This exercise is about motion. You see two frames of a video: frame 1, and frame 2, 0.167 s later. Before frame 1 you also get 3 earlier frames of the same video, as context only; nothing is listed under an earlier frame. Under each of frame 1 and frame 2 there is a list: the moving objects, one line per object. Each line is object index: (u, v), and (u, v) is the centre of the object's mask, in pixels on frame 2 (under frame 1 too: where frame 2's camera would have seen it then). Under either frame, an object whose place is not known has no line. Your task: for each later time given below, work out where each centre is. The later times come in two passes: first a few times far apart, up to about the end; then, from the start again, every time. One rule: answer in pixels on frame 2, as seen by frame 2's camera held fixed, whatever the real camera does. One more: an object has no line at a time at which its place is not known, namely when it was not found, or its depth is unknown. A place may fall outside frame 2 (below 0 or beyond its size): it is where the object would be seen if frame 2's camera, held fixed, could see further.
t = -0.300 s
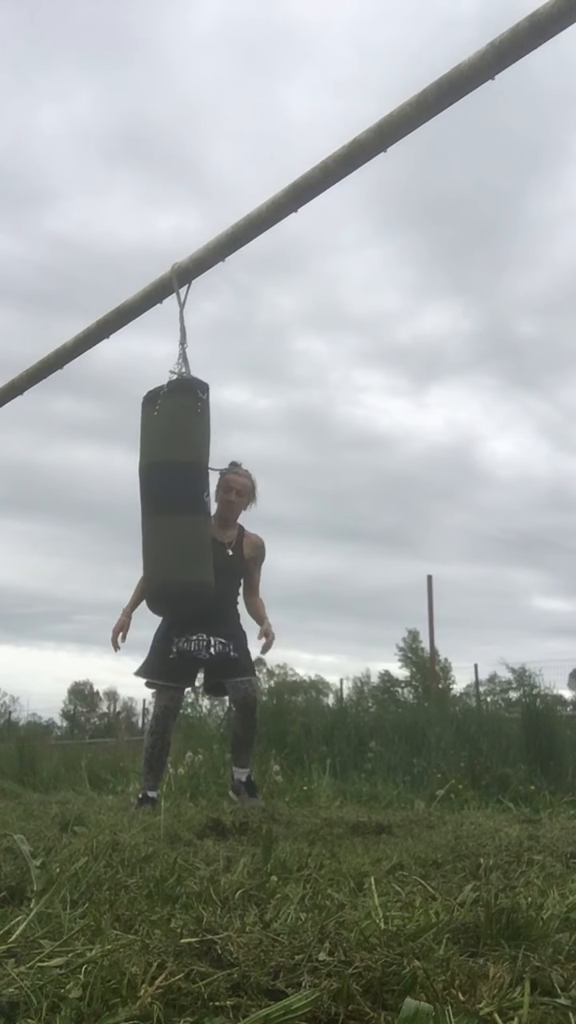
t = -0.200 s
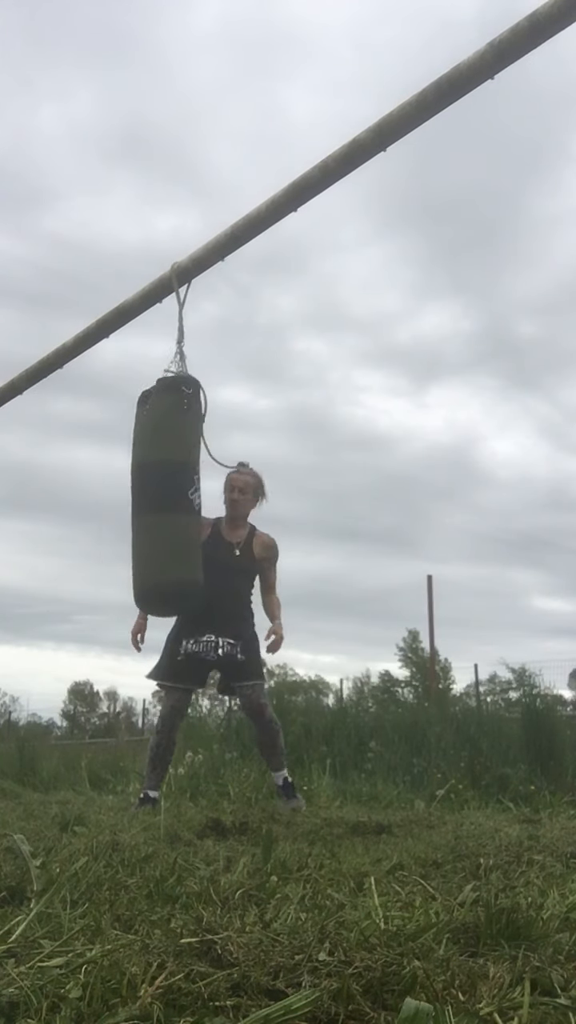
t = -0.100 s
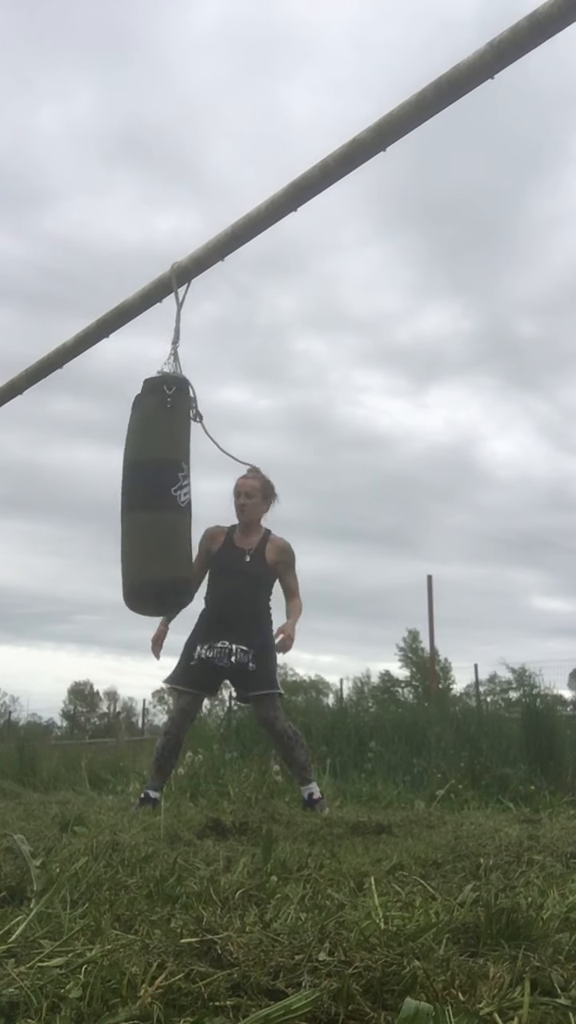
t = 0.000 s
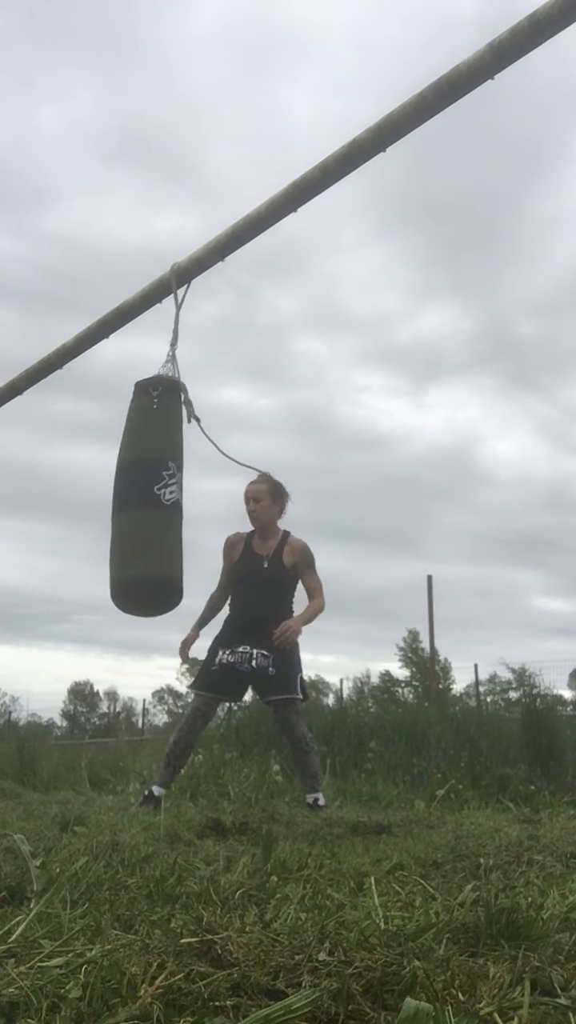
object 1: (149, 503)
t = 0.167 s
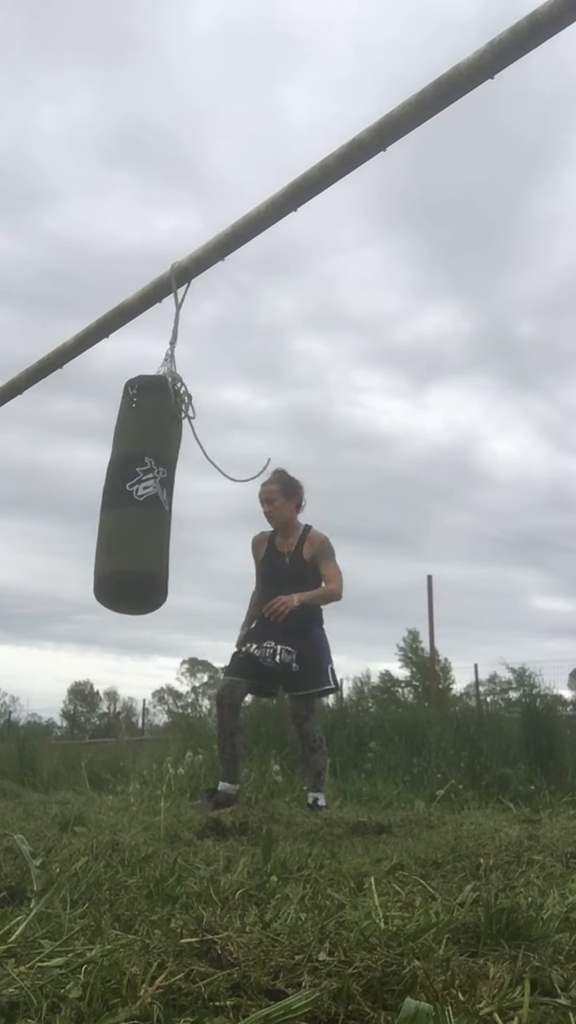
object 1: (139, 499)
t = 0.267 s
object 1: (134, 503)
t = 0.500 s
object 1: (140, 500)
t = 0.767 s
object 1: (157, 504)
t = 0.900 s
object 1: (168, 506)
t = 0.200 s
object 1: (137, 501)
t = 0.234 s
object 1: (135, 502)
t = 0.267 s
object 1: (134, 503)
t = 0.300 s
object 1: (135, 500)
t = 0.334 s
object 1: (134, 502)
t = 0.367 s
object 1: (136, 498)
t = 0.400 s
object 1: (137, 498)
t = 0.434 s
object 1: (138, 499)
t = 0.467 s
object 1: (139, 499)
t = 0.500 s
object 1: (140, 500)
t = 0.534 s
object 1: (141, 500)
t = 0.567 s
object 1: (143, 514)
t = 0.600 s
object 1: (146, 510)
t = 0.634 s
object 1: (148, 507)
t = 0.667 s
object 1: (150, 505)
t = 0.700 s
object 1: (153, 505)
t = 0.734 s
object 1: (155, 505)
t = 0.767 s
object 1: (157, 504)
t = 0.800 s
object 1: (160, 505)
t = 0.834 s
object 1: (163, 505)
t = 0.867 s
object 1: (165, 506)
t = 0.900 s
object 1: (168, 506)
